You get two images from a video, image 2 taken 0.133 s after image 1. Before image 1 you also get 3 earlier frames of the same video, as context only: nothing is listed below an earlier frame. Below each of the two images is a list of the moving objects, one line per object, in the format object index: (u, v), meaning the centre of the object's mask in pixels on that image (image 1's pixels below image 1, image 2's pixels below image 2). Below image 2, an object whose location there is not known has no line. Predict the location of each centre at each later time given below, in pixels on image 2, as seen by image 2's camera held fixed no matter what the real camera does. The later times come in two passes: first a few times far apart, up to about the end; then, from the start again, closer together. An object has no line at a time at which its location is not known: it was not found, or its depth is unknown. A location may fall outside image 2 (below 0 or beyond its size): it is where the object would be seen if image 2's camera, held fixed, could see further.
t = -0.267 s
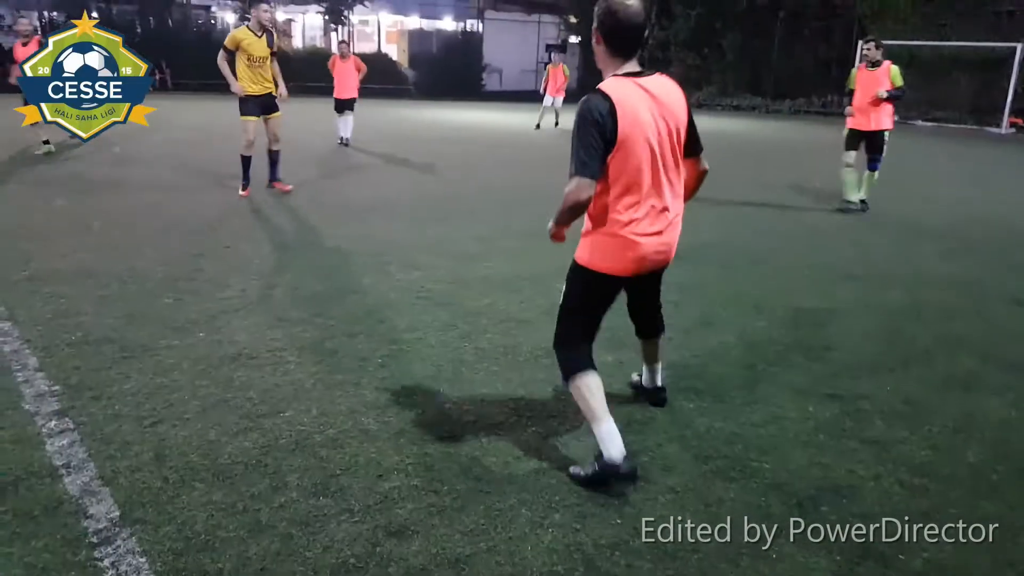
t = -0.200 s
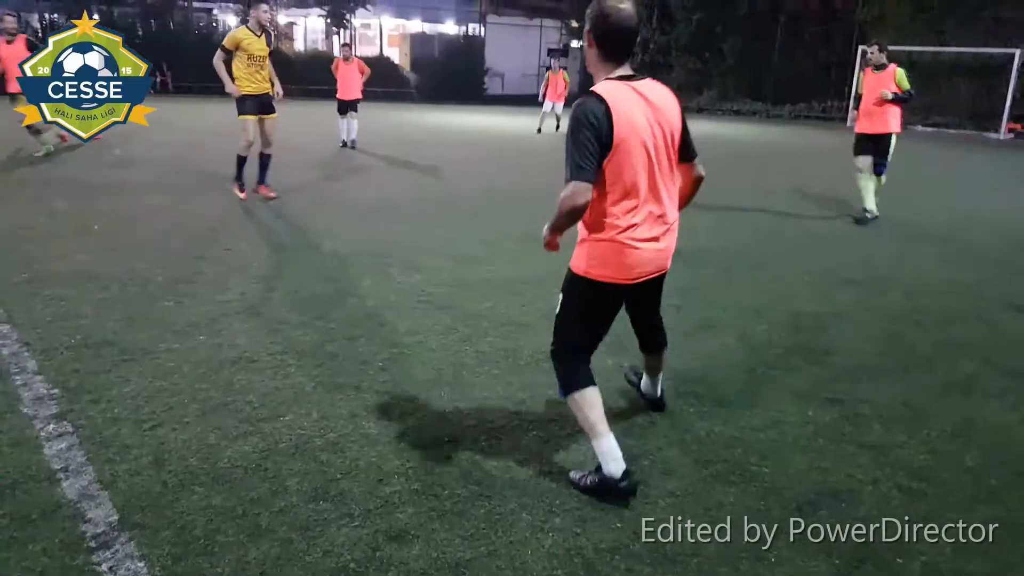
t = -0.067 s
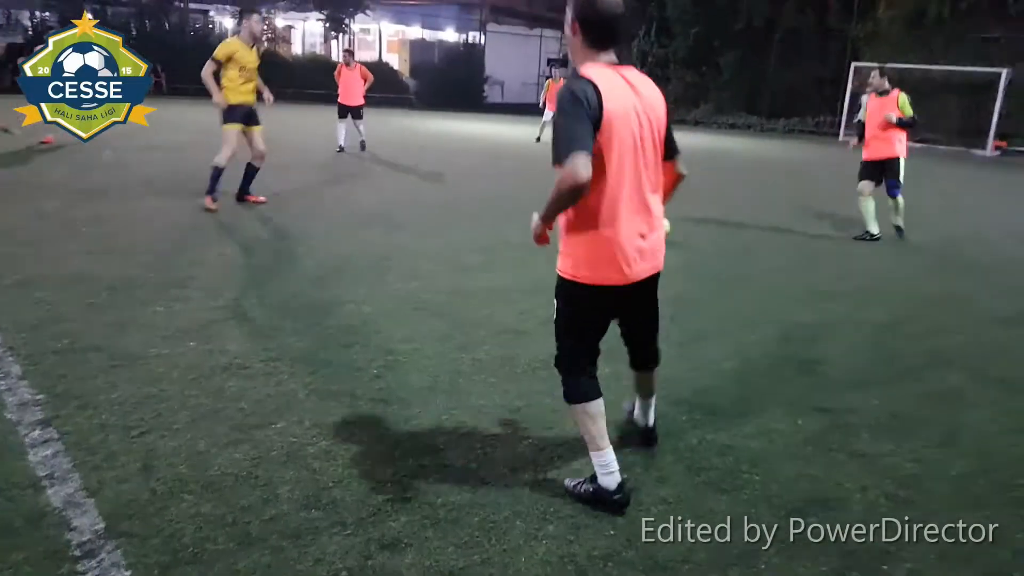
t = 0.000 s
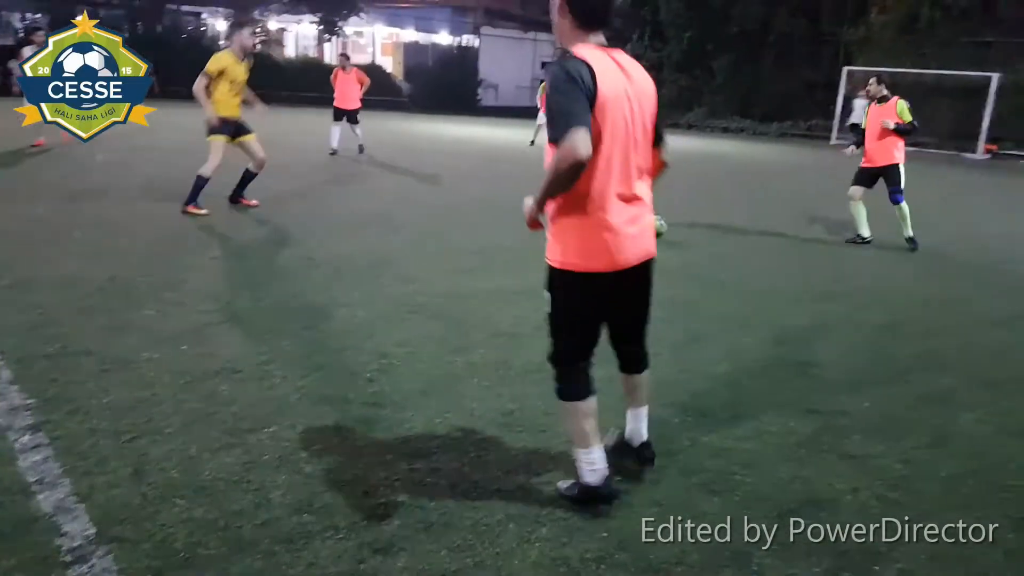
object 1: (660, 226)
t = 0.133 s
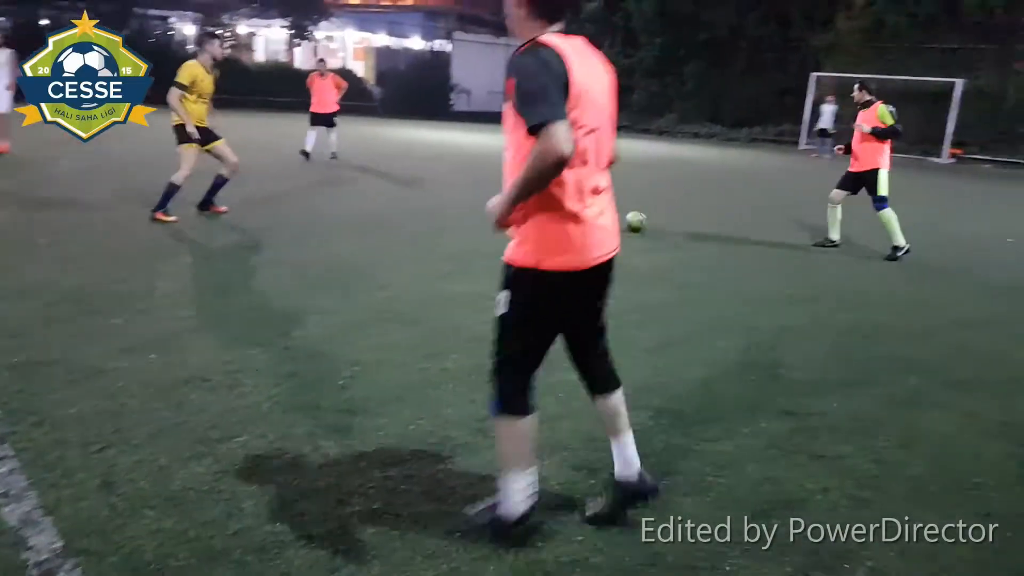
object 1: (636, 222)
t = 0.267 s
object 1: (642, 214)
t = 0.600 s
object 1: (652, 201)
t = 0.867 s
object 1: (660, 193)
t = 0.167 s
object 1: (637, 221)
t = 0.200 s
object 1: (639, 219)
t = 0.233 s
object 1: (640, 216)
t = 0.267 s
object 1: (642, 214)
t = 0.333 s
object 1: (644, 211)
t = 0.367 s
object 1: (646, 210)
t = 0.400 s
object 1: (646, 208)
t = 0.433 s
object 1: (647, 206)
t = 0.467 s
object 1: (648, 206)
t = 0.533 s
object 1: (651, 204)
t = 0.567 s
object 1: (652, 202)
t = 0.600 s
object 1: (652, 201)
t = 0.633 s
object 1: (655, 200)
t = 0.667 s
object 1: (656, 198)
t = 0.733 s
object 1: (657, 197)
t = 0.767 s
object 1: (658, 196)
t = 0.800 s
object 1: (658, 195)
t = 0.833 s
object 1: (659, 194)
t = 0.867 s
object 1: (660, 193)
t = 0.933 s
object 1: (661, 191)
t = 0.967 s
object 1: (662, 190)
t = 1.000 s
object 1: (663, 189)
